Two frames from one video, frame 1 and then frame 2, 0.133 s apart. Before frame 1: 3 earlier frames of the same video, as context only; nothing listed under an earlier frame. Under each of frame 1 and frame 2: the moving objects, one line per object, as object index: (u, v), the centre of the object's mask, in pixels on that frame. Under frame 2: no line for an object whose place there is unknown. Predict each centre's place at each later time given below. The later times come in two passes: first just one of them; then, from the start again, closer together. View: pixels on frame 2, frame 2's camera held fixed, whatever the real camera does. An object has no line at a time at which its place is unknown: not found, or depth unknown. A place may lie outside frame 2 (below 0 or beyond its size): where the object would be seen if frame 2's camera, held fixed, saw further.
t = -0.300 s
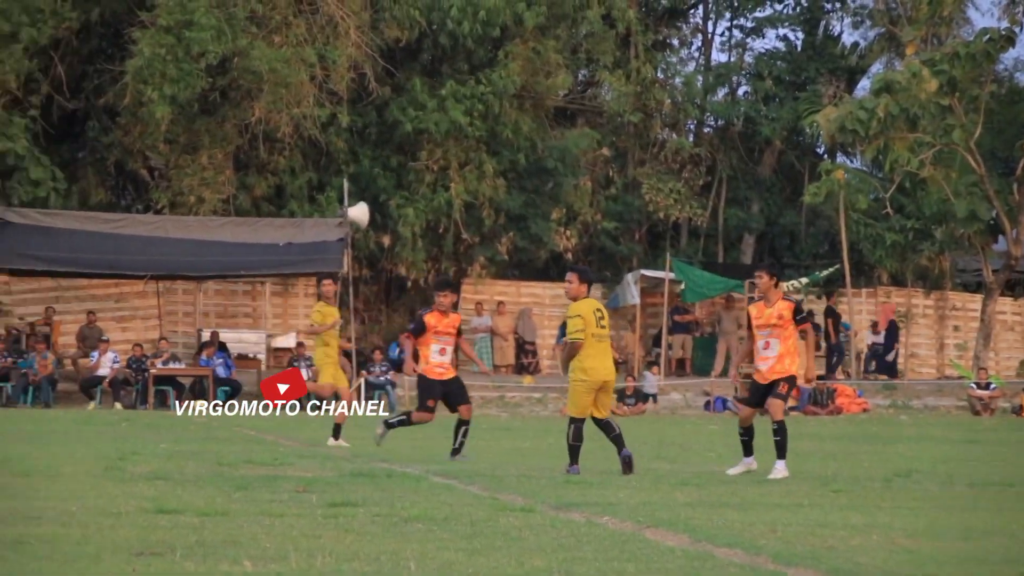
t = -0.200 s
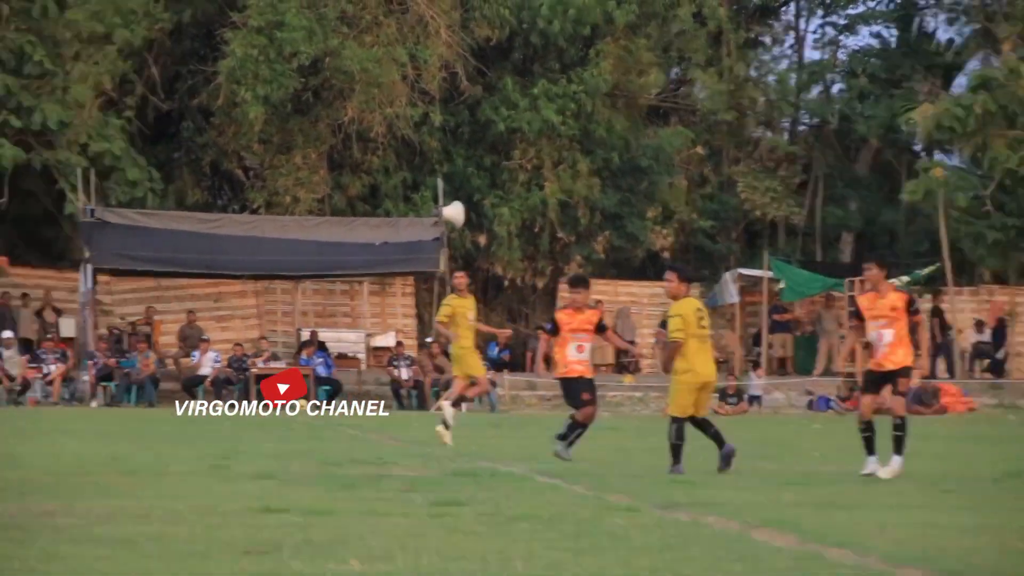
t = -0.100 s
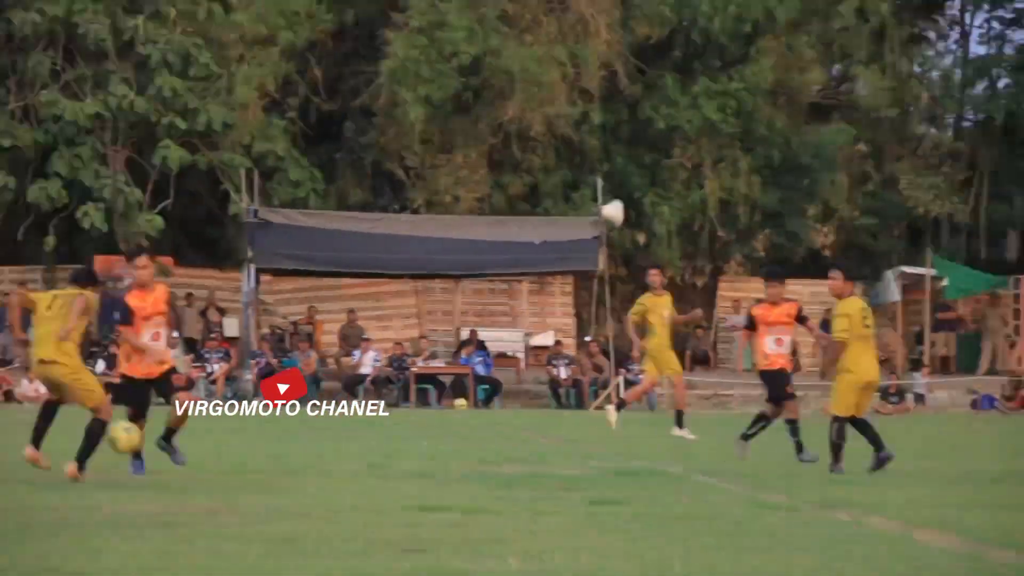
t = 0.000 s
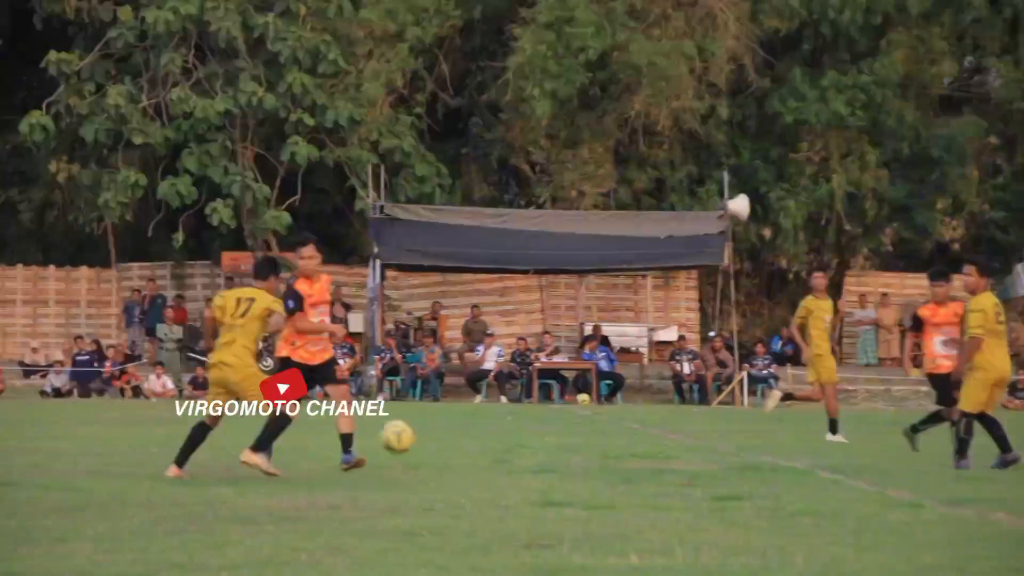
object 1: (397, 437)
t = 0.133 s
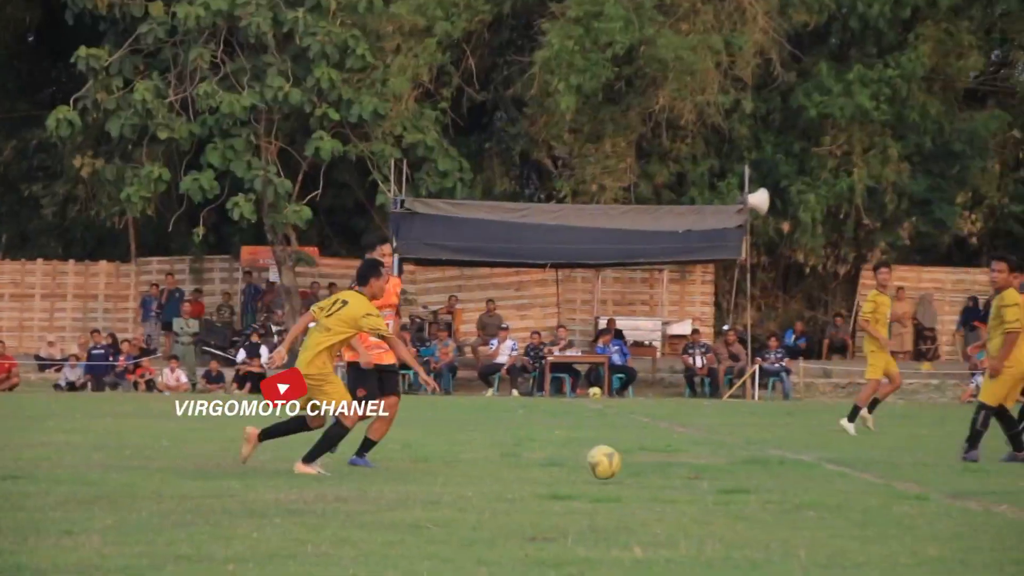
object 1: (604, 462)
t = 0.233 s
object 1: (712, 452)
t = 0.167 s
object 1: (649, 470)
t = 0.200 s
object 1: (682, 461)
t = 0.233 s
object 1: (712, 452)
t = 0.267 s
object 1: (745, 444)
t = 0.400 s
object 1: (873, 433)
